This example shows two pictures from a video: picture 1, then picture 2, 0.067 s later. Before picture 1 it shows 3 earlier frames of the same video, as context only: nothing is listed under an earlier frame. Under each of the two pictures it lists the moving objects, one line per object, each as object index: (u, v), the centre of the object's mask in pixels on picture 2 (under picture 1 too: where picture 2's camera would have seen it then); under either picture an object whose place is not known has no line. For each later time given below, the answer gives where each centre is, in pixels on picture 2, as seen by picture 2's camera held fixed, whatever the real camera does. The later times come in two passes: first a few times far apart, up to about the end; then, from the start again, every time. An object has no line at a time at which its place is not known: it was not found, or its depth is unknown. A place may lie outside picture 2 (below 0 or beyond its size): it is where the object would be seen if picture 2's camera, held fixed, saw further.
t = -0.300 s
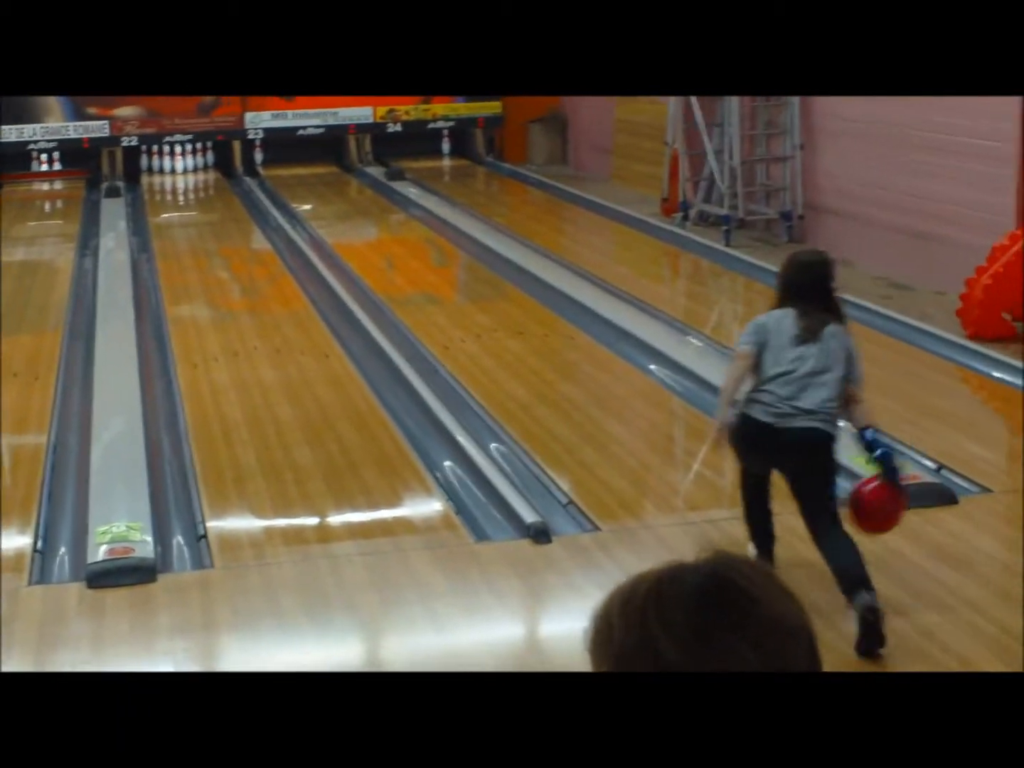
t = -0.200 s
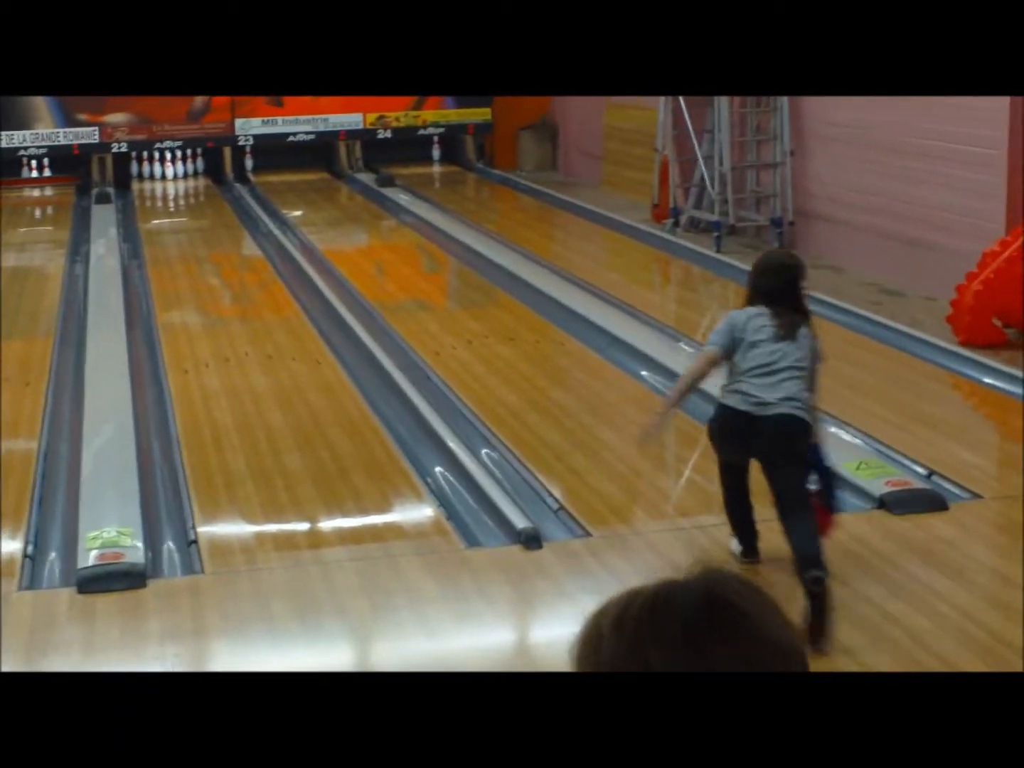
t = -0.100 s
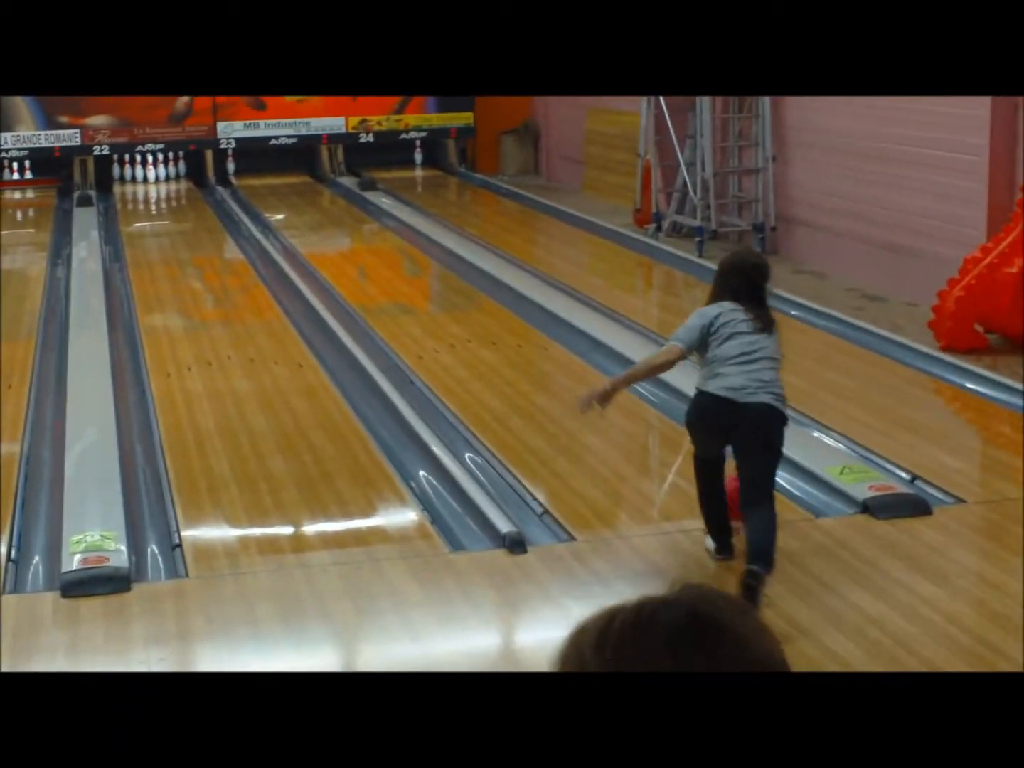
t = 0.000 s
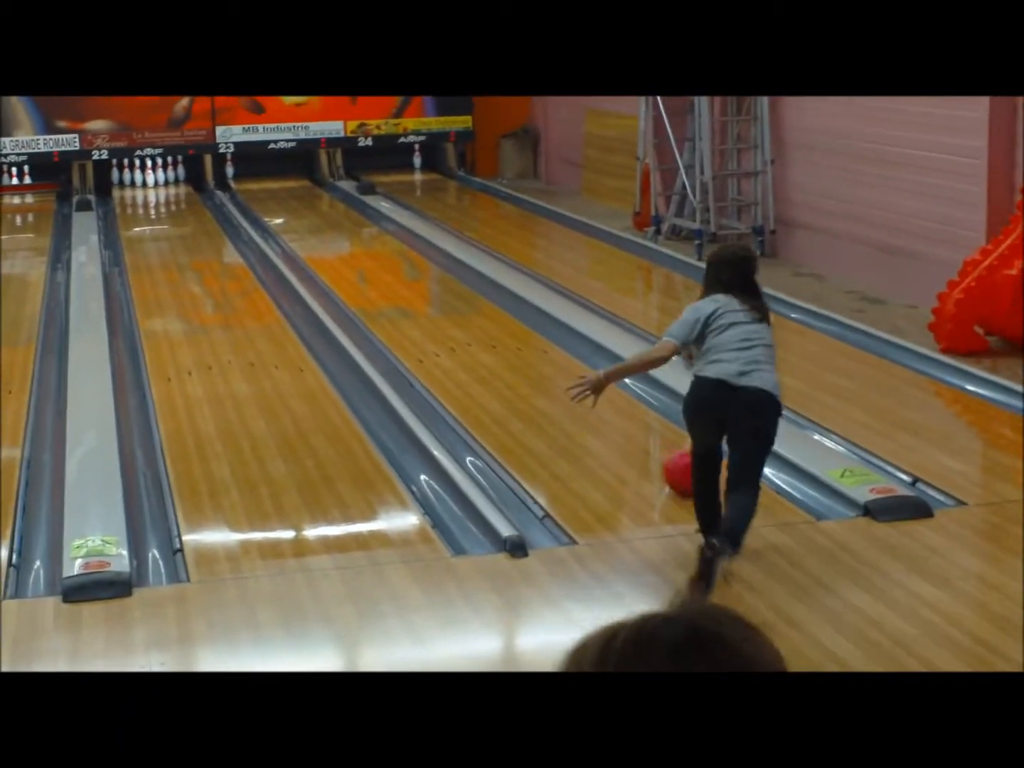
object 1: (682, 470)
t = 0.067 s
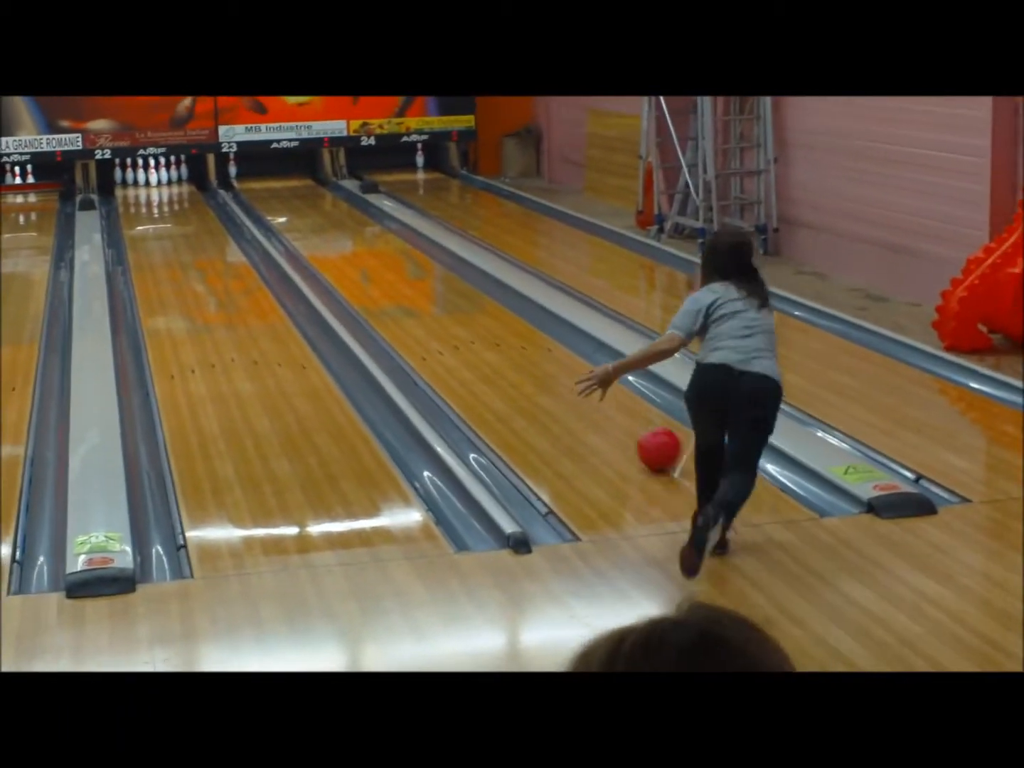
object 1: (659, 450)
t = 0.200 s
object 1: (606, 415)
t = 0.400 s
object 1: (541, 373)
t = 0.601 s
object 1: (489, 339)
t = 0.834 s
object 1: (439, 308)
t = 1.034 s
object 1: (406, 285)
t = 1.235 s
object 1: (375, 267)
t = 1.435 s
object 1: (351, 250)
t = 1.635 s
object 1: (329, 237)
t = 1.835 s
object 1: (310, 224)
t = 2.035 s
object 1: (293, 214)
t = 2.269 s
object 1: (276, 201)
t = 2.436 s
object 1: (263, 193)
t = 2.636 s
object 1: (250, 188)
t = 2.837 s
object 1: (237, 181)
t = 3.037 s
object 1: (230, 177)
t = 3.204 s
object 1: (227, 176)
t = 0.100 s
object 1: (645, 440)
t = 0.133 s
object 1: (632, 431)
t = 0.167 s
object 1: (618, 422)
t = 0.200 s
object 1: (606, 415)
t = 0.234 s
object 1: (594, 407)
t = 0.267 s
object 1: (582, 400)
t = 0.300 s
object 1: (572, 392)
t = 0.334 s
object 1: (561, 386)
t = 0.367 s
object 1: (551, 378)
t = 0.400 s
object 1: (541, 373)
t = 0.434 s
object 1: (532, 367)
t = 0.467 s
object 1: (523, 361)
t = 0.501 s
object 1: (514, 354)
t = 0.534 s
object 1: (505, 350)
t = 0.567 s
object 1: (497, 344)
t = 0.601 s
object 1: (489, 339)
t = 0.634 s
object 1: (482, 333)
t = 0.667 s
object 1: (474, 329)
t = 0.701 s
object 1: (466, 324)
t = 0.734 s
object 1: (460, 320)
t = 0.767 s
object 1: (453, 316)
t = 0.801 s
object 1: (446, 312)
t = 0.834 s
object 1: (439, 308)
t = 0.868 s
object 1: (434, 303)
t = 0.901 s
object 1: (428, 299)
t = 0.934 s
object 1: (421, 296)
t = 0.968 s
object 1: (416, 293)
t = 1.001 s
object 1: (411, 289)
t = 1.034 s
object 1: (406, 285)
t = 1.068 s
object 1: (400, 283)
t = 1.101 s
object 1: (394, 280)
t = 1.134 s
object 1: (390, 276)
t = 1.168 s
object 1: (385, 272)
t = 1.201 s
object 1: (380, 270)
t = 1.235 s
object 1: (375, 267)
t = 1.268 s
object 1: (371, 265)
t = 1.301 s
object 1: (367, 261)
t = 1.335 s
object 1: (363, 259)
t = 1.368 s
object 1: (359, 256)
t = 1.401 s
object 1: (355, 253)
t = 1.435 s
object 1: (351, 250)
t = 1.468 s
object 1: (347, 248)
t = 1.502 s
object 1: (343, 246)
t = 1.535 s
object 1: (341, 244)
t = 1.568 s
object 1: (337, 240)
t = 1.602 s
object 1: (333, 239)
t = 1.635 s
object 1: (329, 237)
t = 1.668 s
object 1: (325, 233)
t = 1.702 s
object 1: (323, 232)
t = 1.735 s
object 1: (320, 231)
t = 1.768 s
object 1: (318, 228)
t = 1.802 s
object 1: (314, 226)
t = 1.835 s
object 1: (310, 224)
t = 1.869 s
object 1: (307, 223)
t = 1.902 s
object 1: (305, 222)
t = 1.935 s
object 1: (303, 218)
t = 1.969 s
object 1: (300, 216)
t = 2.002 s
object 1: (297, 215)
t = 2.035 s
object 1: (293, 214)
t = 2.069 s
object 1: (291, 212)
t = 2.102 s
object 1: (289, 209)
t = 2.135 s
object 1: (288, 207)
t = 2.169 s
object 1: (284, 205)
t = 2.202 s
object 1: (281, 203)
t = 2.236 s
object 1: (278, 203)
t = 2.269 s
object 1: (276, 201)
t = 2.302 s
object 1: (274, 200)
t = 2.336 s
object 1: (272, 198)
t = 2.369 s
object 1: (269, 198)
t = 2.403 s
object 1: (266, 195)
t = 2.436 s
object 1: (263, 193)
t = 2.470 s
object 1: (260, 192)
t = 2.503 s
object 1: (258, 192)
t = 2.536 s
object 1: (257, 191)
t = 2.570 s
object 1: (256, 188)
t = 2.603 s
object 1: (253, 188)
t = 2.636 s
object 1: (250, 188)
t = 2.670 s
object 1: (248, 187)
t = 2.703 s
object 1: (248, 184)
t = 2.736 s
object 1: (247, 180)
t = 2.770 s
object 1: (242, 181)
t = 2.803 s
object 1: (238, 182)
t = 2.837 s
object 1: (237, 181)
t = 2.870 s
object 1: (238, 178)
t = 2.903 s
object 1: (235, 178)
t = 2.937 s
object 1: (230, 181)
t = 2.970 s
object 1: (230, 179)
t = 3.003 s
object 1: (230, 177)
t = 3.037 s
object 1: (230, 177)
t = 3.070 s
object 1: (229, 179)
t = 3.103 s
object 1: (228, 177)
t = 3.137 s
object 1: (228, 177)
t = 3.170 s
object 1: (228, 176)
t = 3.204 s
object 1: (227, 176)
